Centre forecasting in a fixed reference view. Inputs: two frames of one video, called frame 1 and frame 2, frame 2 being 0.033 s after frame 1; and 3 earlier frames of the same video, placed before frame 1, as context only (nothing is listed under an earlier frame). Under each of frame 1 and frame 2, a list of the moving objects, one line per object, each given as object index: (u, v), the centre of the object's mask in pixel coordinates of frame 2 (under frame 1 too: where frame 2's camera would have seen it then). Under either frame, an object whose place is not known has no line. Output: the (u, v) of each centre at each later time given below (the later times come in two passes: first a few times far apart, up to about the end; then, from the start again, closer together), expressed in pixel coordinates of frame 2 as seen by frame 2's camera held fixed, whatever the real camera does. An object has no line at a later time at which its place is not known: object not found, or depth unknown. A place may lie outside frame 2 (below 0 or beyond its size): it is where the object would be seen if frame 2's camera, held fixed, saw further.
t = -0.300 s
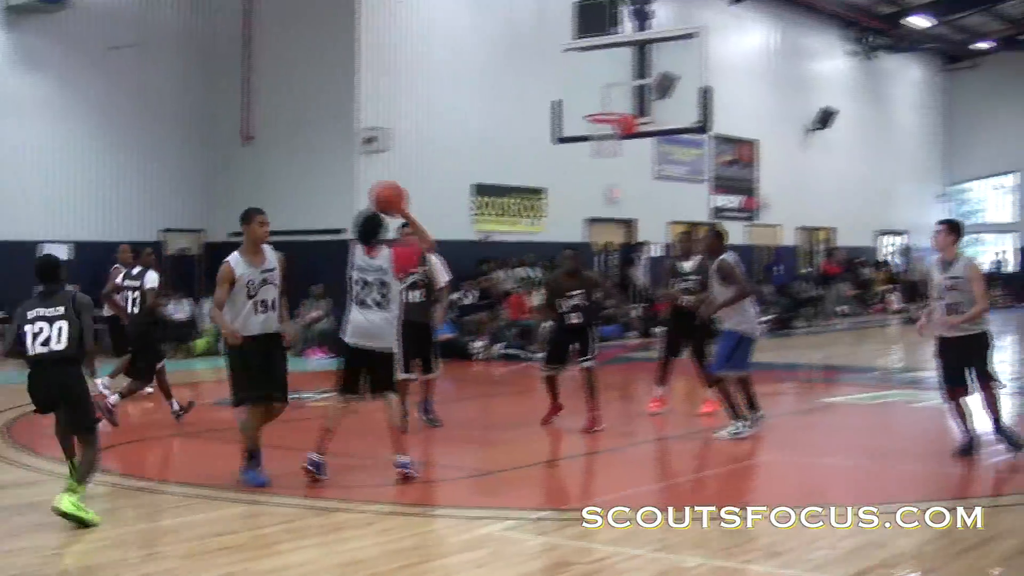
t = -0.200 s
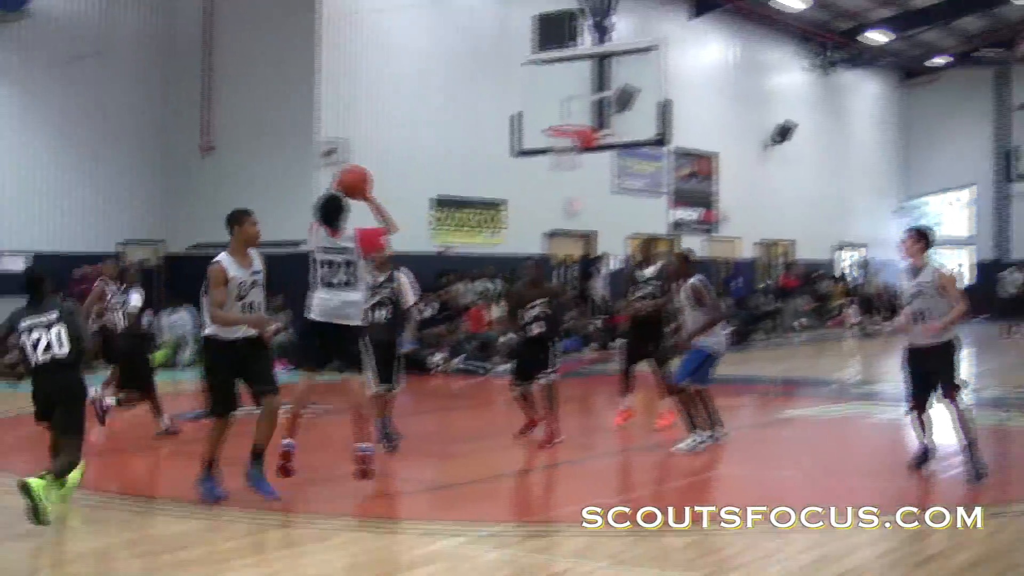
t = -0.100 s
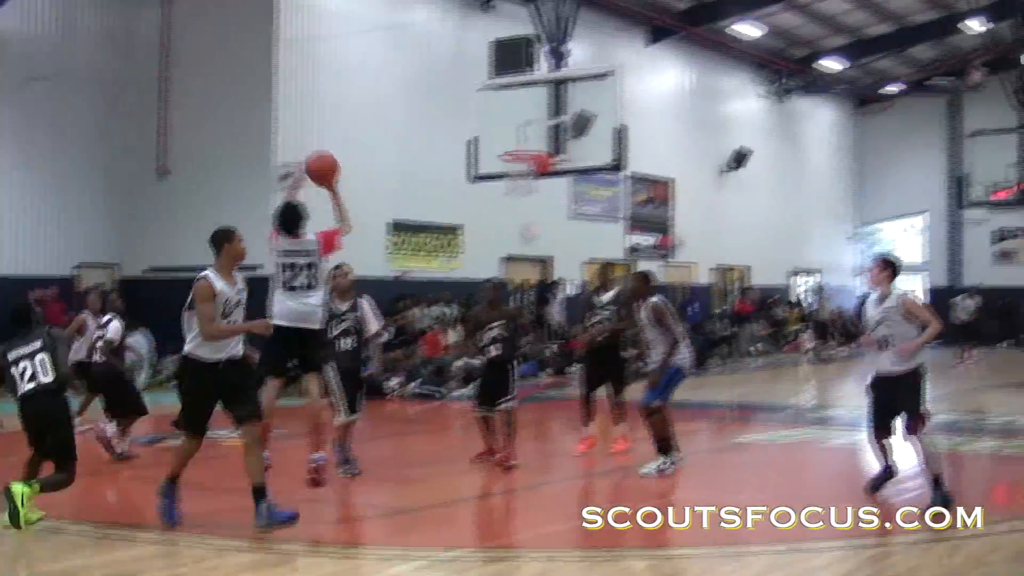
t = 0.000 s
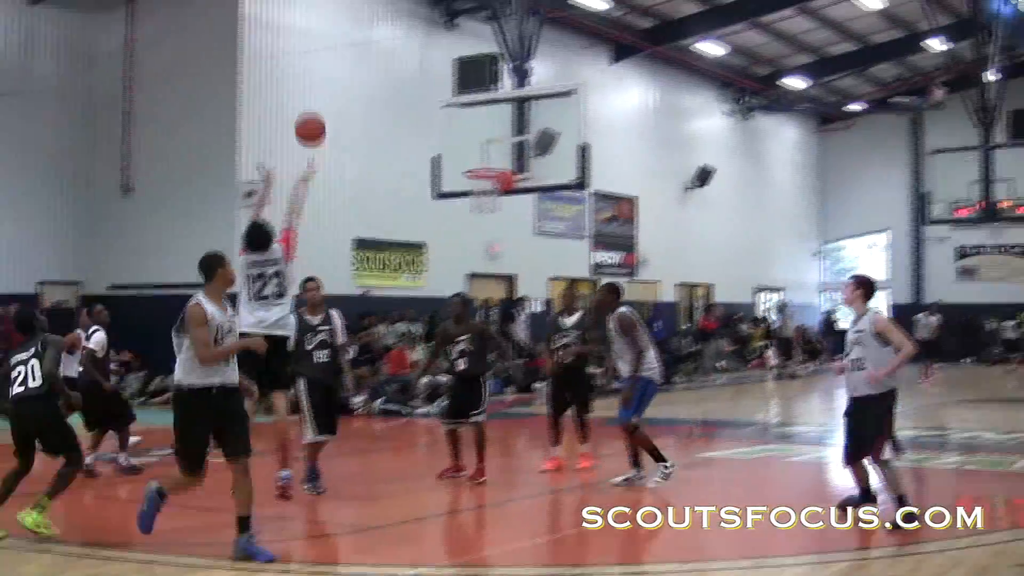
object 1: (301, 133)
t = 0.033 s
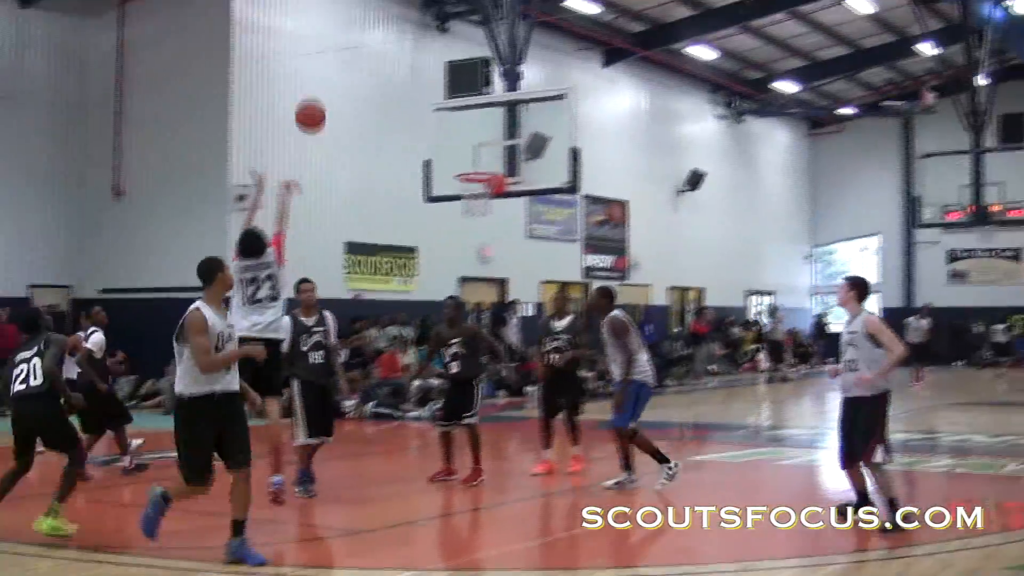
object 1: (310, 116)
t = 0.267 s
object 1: (365, 46)
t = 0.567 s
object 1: (423, 51)
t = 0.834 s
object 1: (465, 125)
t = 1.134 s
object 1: (466, 185)
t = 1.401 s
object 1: (474, 209)
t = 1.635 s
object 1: (485, 269)
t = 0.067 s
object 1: (319, 101)
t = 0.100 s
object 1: (327, 88)
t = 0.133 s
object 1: (336, 76)
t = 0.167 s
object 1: (343, 67)
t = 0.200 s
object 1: (351, 58)
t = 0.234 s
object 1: (359, 51)
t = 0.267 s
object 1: (365, 46)
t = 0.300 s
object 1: (373, 42)
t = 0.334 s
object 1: (379, 39)
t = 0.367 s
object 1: (386, 38)
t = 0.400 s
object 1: (393, 38)
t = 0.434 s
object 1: (400, 38)
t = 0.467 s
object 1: (406, 40)
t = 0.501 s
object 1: (412, 43)
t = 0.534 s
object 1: (418, 47)
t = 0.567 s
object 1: (423, 51)
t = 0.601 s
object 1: (429, 57)
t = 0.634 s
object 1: (434, 64)
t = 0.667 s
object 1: (440, 72)
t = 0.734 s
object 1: (450, 90)
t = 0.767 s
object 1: (455, 100)
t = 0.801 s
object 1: (460, 112)
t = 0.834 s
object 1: (465, 125)
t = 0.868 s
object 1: (469, 138)
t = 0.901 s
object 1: (474, 152)
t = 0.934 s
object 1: (478, 163)
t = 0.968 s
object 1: (480, 177)
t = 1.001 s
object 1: (473, 182)
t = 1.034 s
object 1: (469, 187)
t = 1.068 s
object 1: (467, 186)
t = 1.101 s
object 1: (466, 185)
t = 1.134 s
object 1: (466, 185)
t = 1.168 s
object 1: (467, 186)
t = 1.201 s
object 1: (467, 188)
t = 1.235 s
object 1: (468, 190)
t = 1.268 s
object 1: (469, 193)
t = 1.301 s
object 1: (471, 196)
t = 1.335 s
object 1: (472, 200)
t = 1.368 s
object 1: (473, 204)
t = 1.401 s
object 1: (474, 209)
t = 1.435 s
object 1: (476, 216)
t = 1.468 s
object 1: (477, 223)
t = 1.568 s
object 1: (482, 249)
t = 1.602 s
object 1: (484, 259)
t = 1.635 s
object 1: (485, 269)
